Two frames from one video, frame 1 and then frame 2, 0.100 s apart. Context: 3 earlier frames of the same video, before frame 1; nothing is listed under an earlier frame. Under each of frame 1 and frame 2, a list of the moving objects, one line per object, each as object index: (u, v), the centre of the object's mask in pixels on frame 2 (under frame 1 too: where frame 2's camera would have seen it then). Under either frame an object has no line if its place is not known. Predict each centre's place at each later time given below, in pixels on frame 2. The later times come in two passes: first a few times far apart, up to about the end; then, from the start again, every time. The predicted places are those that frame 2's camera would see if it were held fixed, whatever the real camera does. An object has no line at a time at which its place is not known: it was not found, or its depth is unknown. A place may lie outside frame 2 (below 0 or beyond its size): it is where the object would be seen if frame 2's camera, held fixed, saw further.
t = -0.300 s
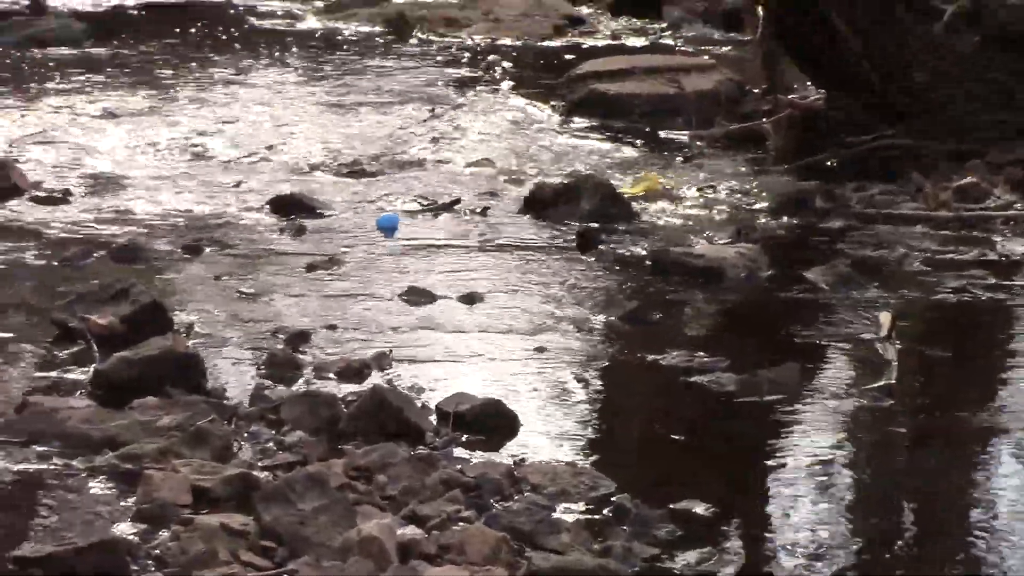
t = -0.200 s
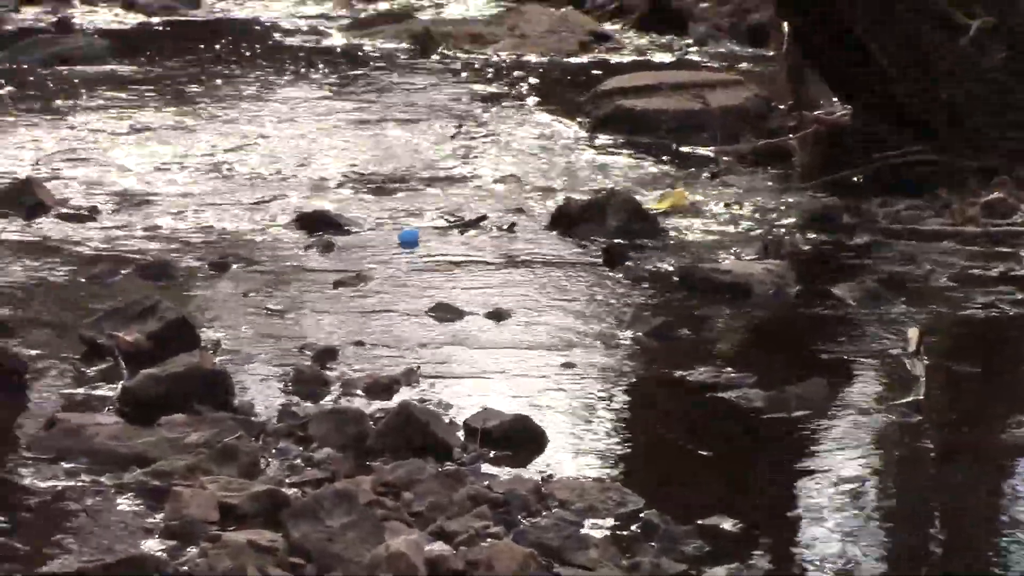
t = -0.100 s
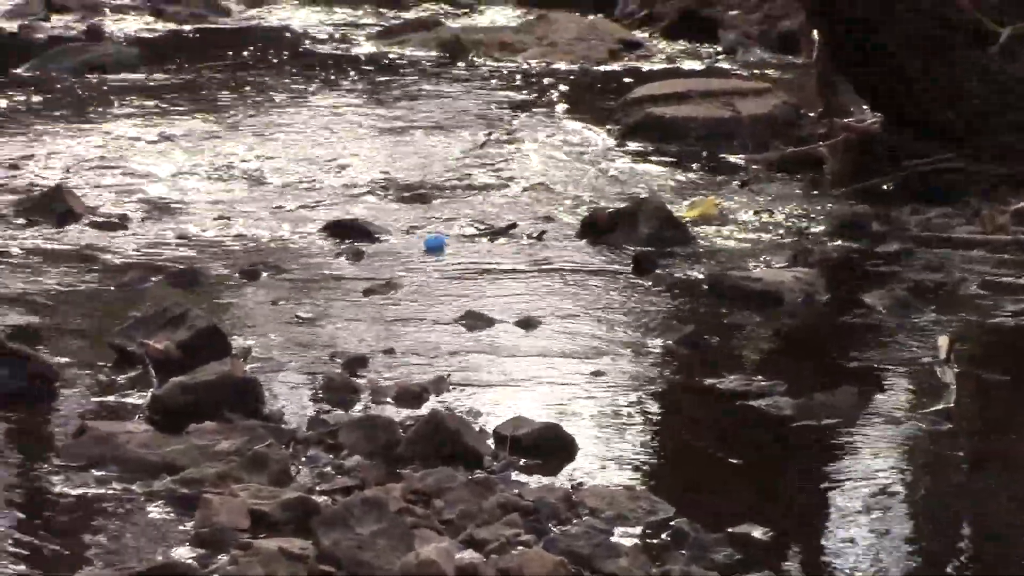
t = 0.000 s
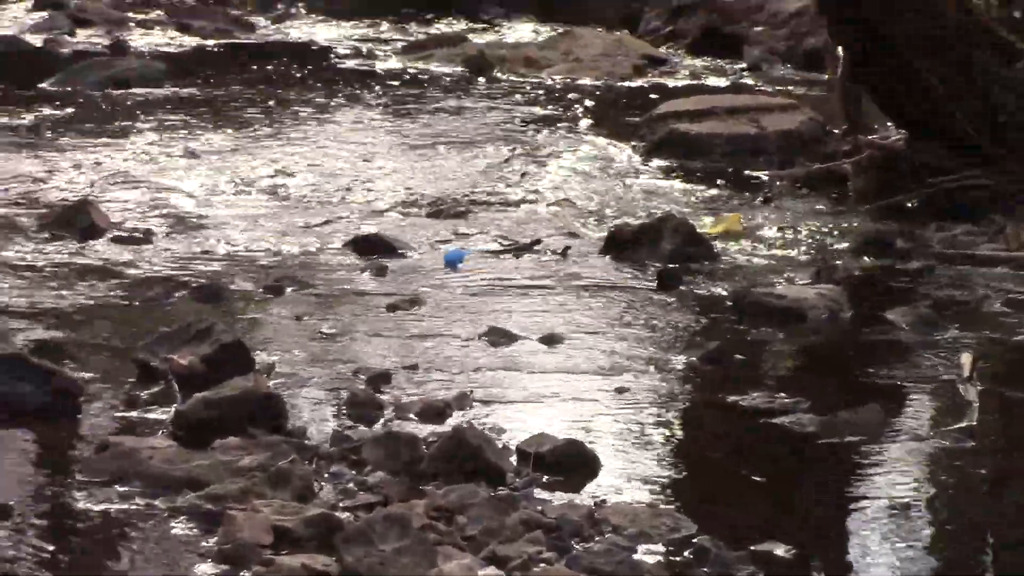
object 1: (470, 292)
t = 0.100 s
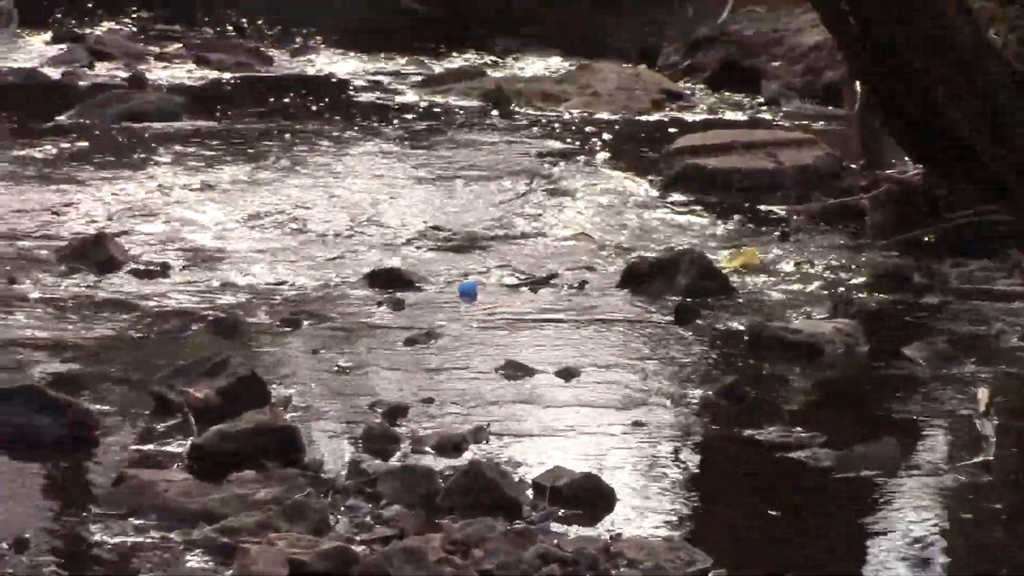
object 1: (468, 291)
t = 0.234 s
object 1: (466, 286)
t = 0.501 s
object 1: (462, 283)
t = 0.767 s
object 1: (461, 281)
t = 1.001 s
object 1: (463, 281)
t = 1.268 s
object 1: (467, 283)
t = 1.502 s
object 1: (472, 280)
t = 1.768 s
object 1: (479, 280)
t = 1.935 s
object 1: (487, 280)
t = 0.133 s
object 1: (468, 290)
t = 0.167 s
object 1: (467, 289)
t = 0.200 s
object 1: (466, 287)
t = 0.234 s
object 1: (466, 286)
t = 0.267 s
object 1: (465, 287)
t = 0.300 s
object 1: (464, 286)
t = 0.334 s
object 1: (463, 287)
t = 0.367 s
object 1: (462, 286)
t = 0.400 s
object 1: (462, 286)
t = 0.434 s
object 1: (461, 285)
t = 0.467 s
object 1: (461, 284)
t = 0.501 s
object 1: (462, 283)
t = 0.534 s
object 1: (460, 283)
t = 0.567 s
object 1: (461, 283)
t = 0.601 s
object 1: (461, 283)
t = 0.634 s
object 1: (461, 282)
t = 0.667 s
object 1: (462, 282)
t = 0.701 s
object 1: (462, 281)
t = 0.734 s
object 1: (462, 281)
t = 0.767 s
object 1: (461, 281)
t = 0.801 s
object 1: (463, 281)
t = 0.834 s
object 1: (463, 280)
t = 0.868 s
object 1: (462, 280)
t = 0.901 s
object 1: (461, 280)
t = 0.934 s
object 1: (461, 281)
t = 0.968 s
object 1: (463, 282)
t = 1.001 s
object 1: (463, 281)
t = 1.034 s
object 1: (463, 281)
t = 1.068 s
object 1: (463, 282)
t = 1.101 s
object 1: (463, 283)
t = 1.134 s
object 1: (464, 282)
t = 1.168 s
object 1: (464, 282)
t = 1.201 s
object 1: (465, 282)
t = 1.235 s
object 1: (467, 283)
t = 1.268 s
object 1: (467, 283)
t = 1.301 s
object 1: (469, 282)
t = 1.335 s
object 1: (470, 282)
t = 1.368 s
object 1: (470, 281)
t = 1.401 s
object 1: (470, 281)
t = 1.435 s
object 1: (471, 281)
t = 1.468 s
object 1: (471, 281)
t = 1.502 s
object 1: (472, 280)
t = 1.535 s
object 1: (472, 282)
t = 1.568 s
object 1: (474, 282)
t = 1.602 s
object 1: (474, 281)
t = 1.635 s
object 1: (475, 281)
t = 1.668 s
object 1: (475, 281)
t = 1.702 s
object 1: (477, 281)
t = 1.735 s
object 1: (477, 281)
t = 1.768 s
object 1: (479, 280)
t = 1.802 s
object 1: (480, 279)
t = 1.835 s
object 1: (482, 278)
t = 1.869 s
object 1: (484, 277)
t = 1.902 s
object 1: (485, 280)
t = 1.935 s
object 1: (487, 280)
